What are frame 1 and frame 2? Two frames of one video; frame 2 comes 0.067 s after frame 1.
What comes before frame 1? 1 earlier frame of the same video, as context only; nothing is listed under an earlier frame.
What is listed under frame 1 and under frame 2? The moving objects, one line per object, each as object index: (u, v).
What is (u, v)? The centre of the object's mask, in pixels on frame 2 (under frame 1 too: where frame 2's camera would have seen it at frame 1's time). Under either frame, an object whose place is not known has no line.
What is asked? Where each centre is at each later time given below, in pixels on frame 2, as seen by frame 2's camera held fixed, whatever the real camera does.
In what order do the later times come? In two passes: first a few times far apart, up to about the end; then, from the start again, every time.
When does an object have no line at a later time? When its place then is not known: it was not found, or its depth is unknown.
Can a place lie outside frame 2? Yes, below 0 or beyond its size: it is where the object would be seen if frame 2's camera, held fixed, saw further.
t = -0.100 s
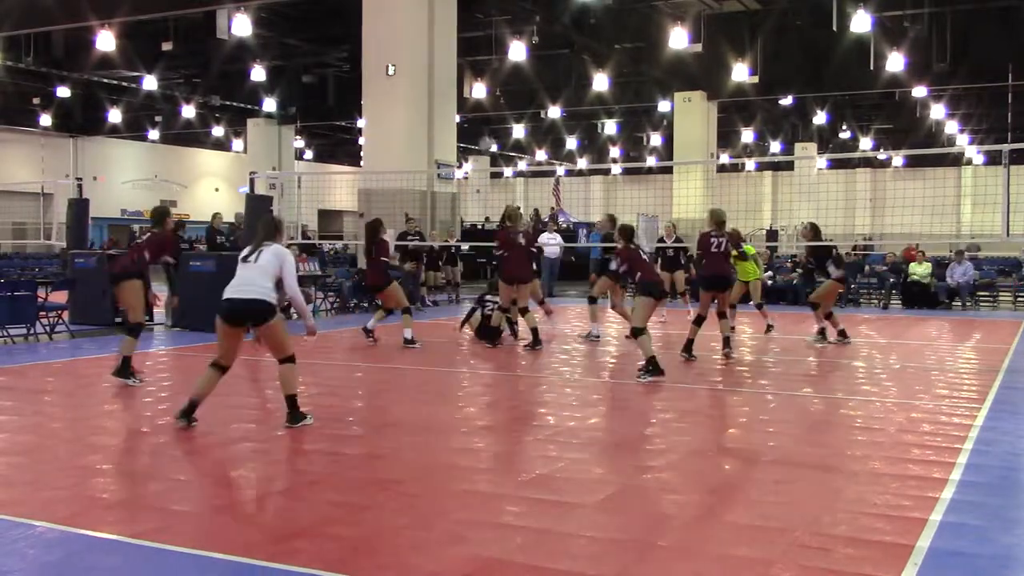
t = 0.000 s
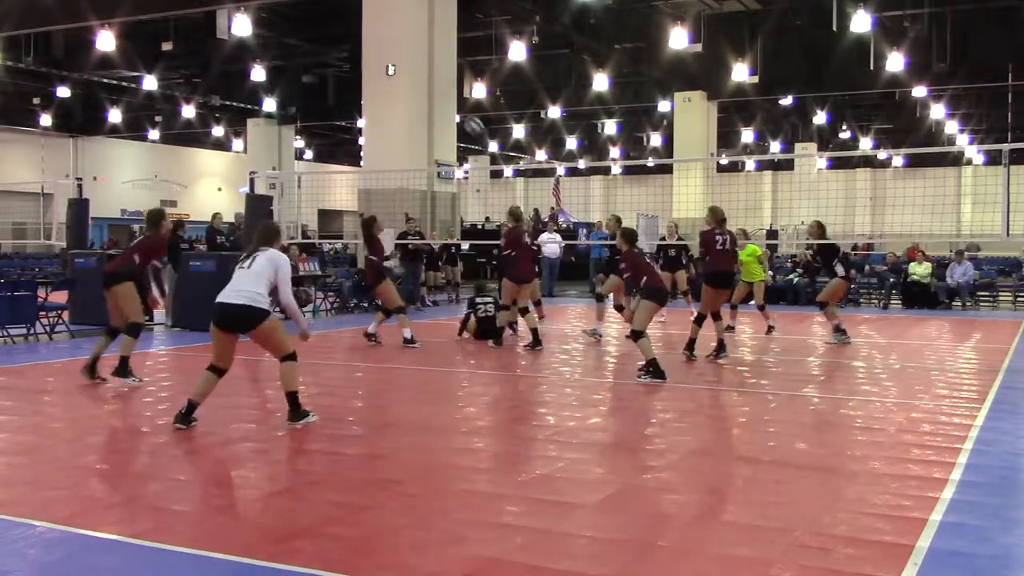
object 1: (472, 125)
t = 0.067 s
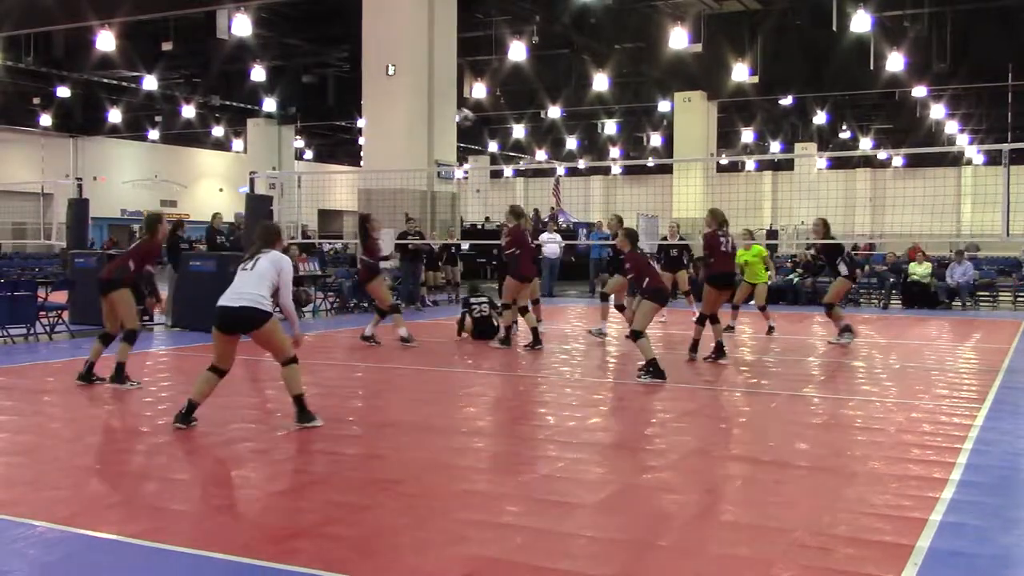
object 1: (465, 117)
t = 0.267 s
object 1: (429, 114)
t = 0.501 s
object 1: (373, 157)
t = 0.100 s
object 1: (459, 113)
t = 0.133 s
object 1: (453, 111)
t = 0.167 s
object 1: (445, 111)
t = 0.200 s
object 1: (440, 110)
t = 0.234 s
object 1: (435, 111)
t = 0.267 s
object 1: (429, 114)
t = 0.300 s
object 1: (420, 114)
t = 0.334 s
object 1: (412, 119)
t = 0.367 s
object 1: (405, 123)
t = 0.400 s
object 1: (397, 127)
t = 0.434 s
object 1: (390, 137)
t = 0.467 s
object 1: (381, 147)
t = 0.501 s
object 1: (373, 157)
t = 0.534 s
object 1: (363, 169)
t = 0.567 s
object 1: (353, 181)
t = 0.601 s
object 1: (343, 199)
